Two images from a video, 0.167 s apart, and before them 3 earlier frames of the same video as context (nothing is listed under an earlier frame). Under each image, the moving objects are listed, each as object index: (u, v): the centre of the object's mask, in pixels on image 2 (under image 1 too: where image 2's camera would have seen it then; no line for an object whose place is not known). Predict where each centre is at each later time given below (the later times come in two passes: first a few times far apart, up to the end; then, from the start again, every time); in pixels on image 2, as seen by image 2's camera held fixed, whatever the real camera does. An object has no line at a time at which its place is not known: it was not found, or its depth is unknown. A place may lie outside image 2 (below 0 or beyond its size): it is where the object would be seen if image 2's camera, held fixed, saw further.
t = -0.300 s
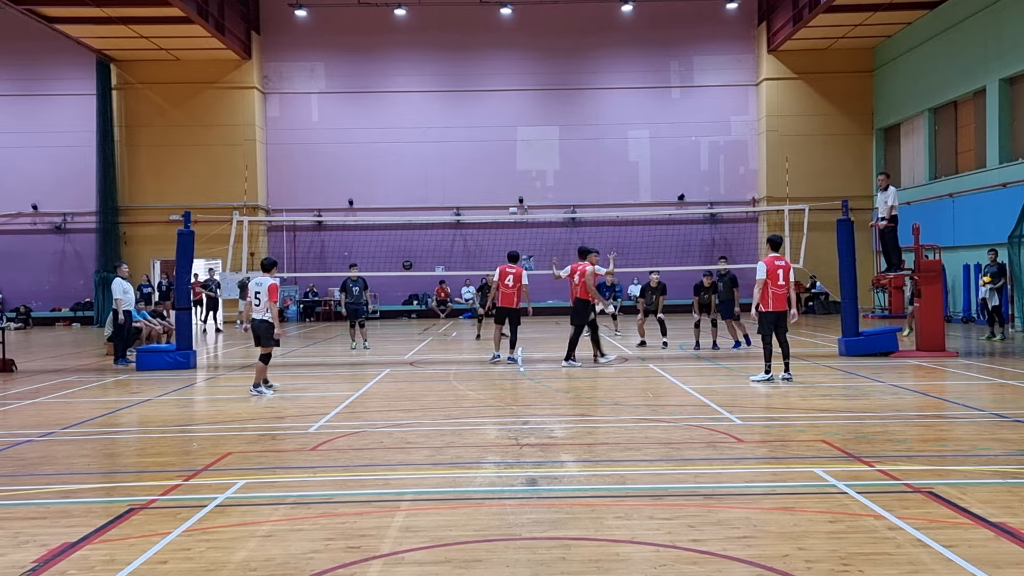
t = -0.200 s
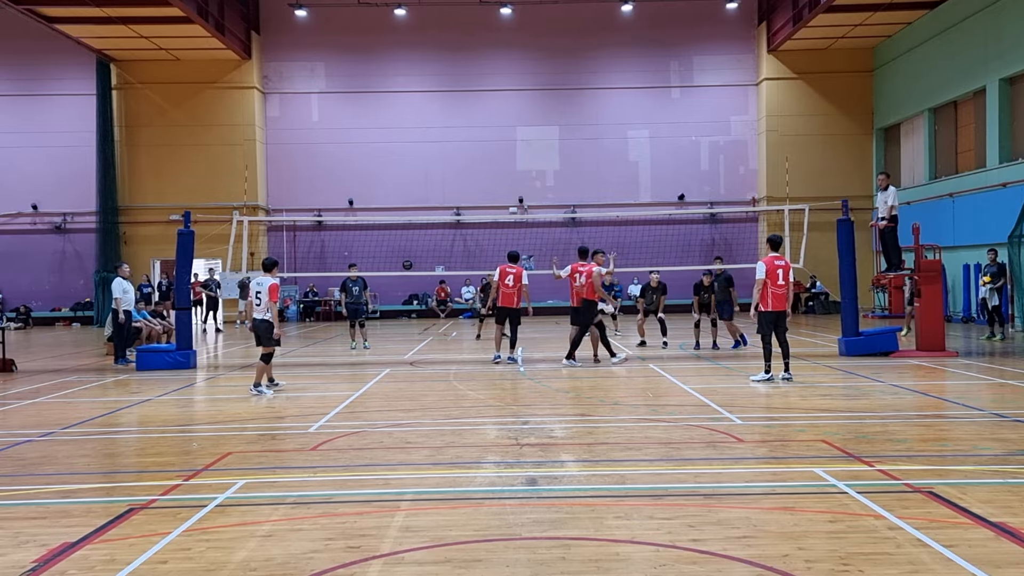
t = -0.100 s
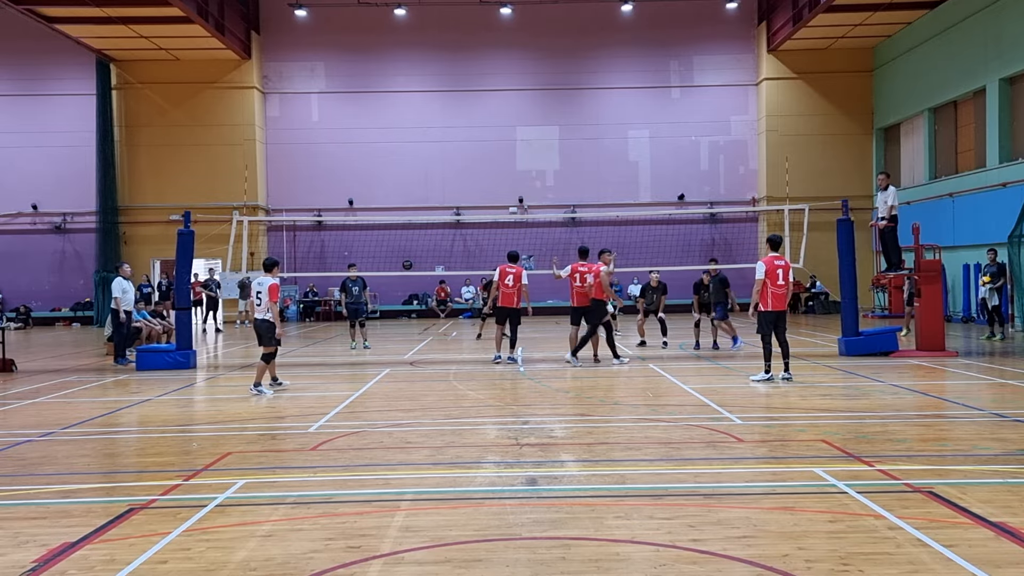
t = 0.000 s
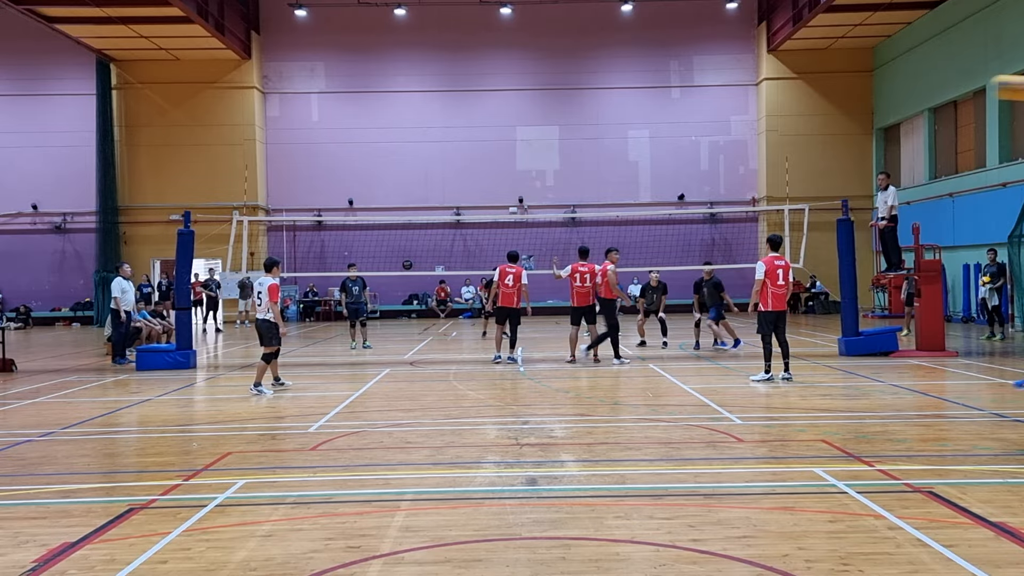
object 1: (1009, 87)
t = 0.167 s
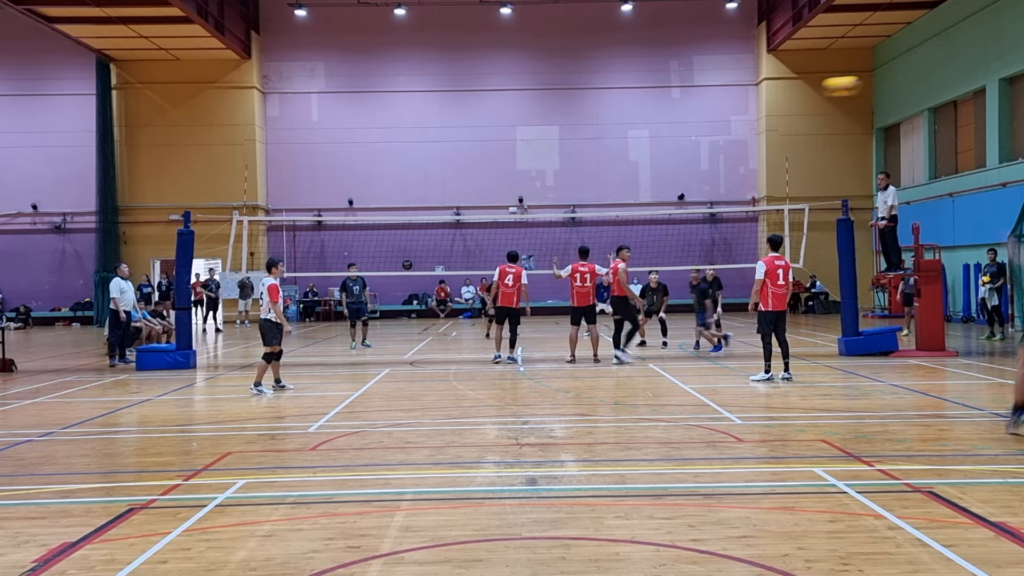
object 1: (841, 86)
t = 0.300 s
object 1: (753, 100)
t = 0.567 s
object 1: (645, 153)
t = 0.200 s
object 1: (817, 88)
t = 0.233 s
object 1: (793, 91)
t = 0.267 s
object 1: (775, 95)
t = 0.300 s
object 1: (753, 100)
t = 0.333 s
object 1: (737, 104)
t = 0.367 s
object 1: (722, 109)
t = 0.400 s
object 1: (706, 115)
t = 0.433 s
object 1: (692, 121)
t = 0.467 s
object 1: (680, 128)
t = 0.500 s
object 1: (666, 137)
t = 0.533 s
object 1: (655, 145)
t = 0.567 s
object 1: (645, 153)
